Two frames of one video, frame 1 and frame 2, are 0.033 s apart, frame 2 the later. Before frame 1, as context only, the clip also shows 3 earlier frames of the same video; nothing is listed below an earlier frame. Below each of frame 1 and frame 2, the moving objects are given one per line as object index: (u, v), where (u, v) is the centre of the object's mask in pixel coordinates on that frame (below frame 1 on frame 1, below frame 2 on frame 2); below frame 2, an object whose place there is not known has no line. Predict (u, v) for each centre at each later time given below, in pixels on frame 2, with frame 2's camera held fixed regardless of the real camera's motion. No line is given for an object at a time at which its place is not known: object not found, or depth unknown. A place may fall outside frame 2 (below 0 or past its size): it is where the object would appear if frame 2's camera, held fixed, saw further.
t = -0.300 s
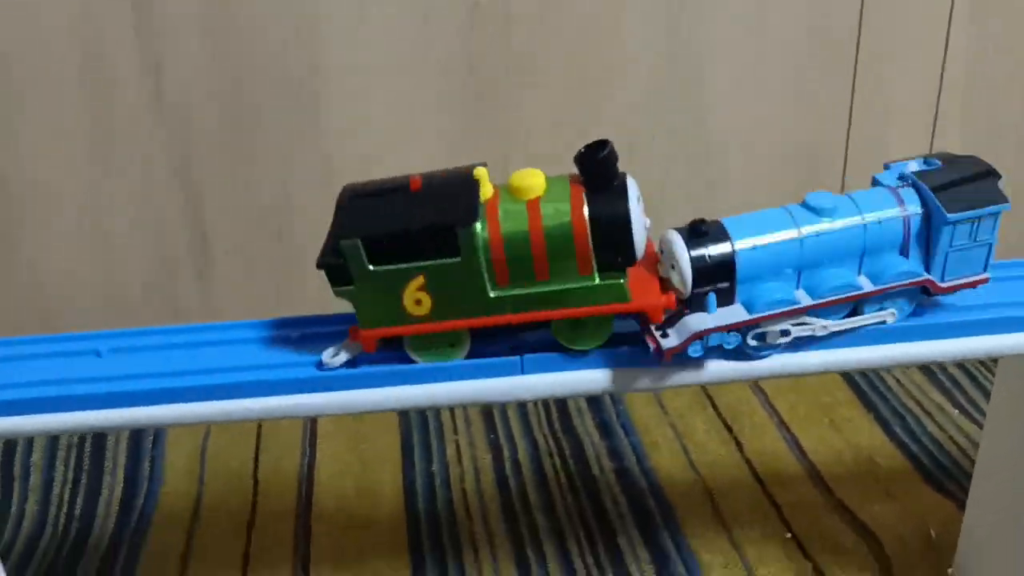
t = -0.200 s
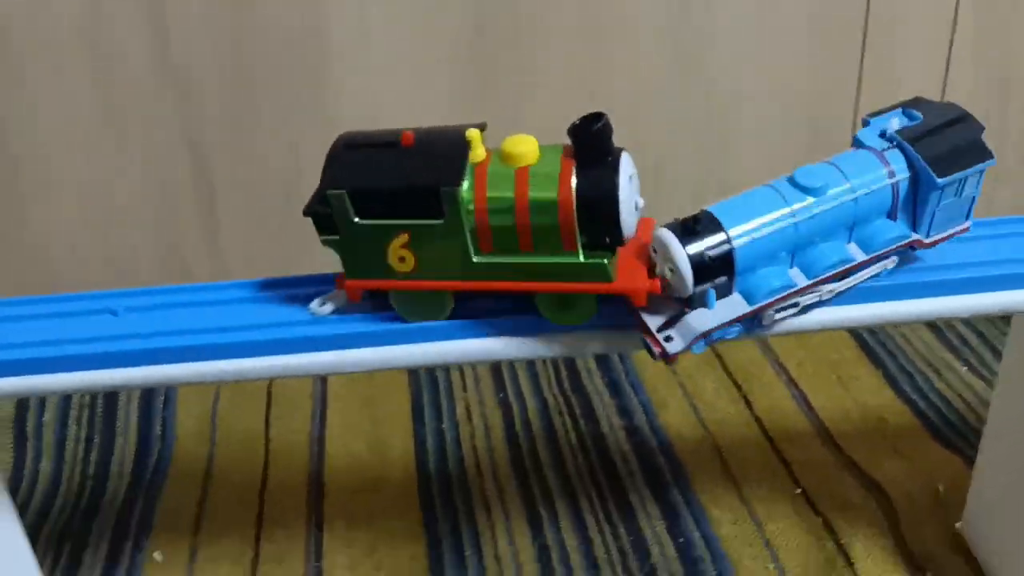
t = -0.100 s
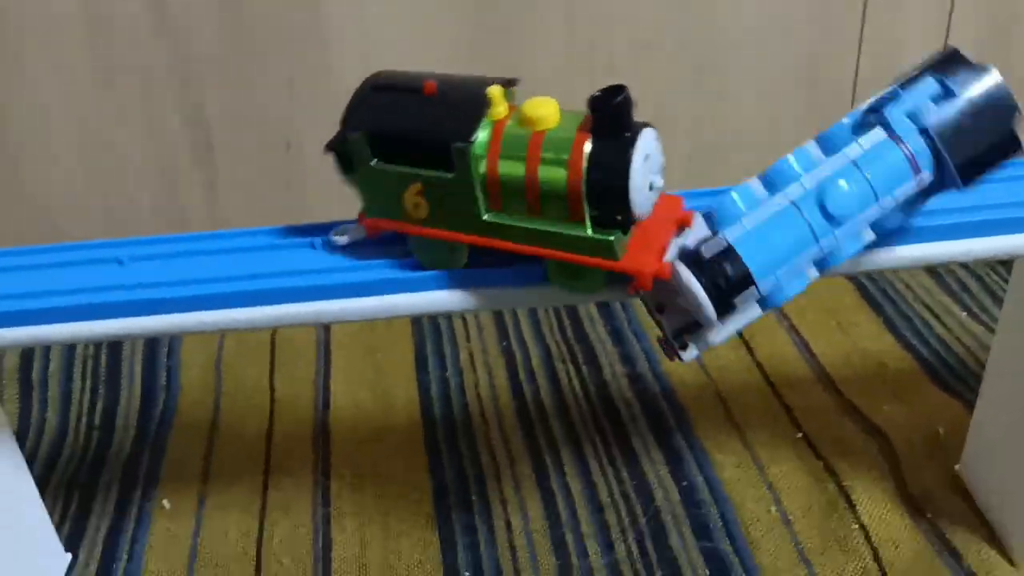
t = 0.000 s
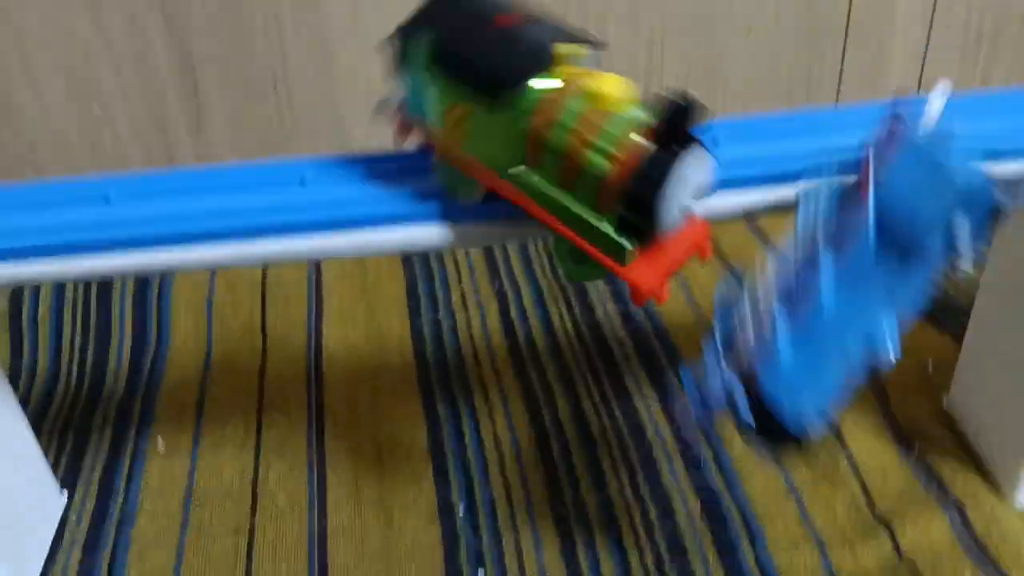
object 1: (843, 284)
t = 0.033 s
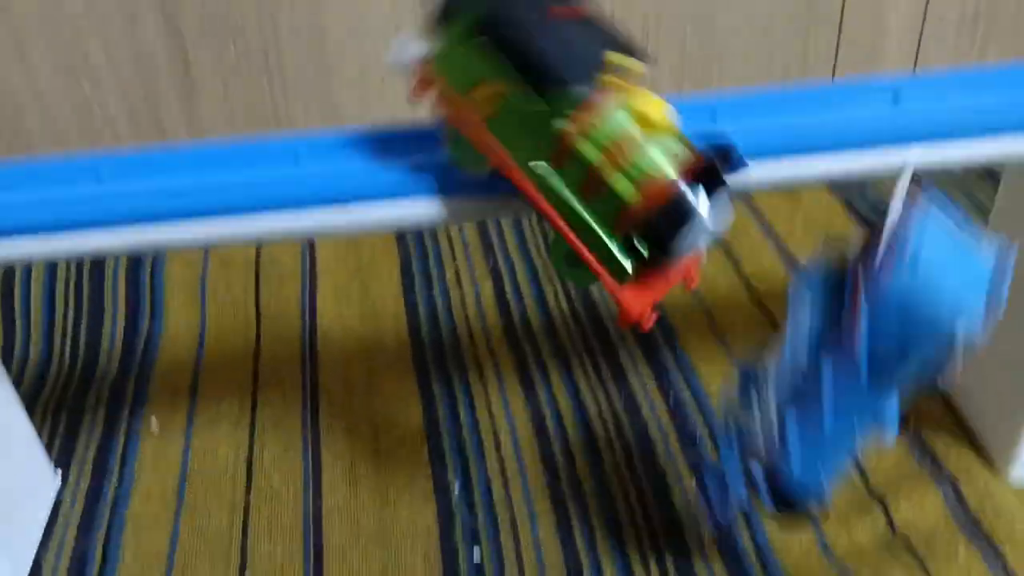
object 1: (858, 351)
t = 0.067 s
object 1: (861, 464)
